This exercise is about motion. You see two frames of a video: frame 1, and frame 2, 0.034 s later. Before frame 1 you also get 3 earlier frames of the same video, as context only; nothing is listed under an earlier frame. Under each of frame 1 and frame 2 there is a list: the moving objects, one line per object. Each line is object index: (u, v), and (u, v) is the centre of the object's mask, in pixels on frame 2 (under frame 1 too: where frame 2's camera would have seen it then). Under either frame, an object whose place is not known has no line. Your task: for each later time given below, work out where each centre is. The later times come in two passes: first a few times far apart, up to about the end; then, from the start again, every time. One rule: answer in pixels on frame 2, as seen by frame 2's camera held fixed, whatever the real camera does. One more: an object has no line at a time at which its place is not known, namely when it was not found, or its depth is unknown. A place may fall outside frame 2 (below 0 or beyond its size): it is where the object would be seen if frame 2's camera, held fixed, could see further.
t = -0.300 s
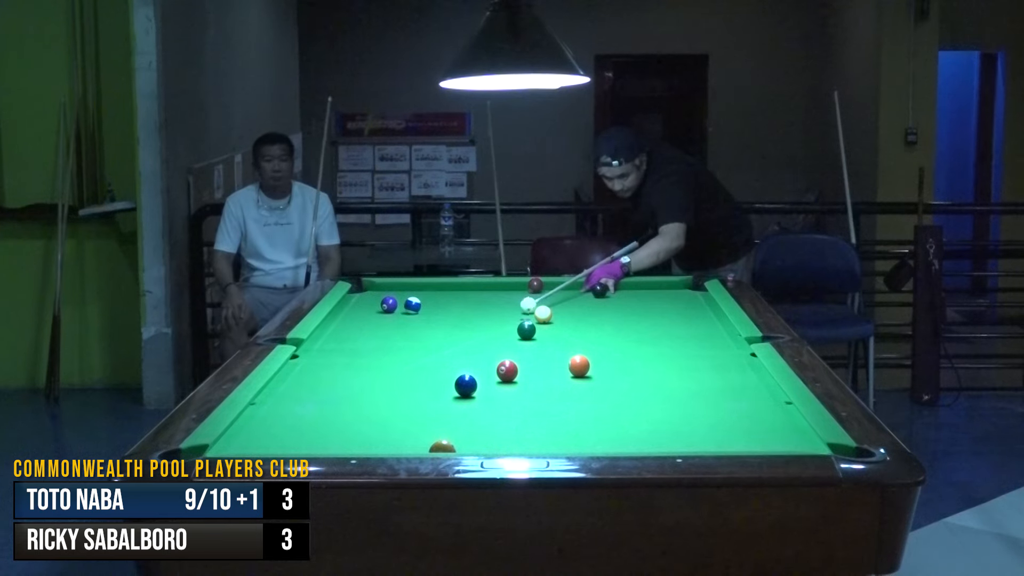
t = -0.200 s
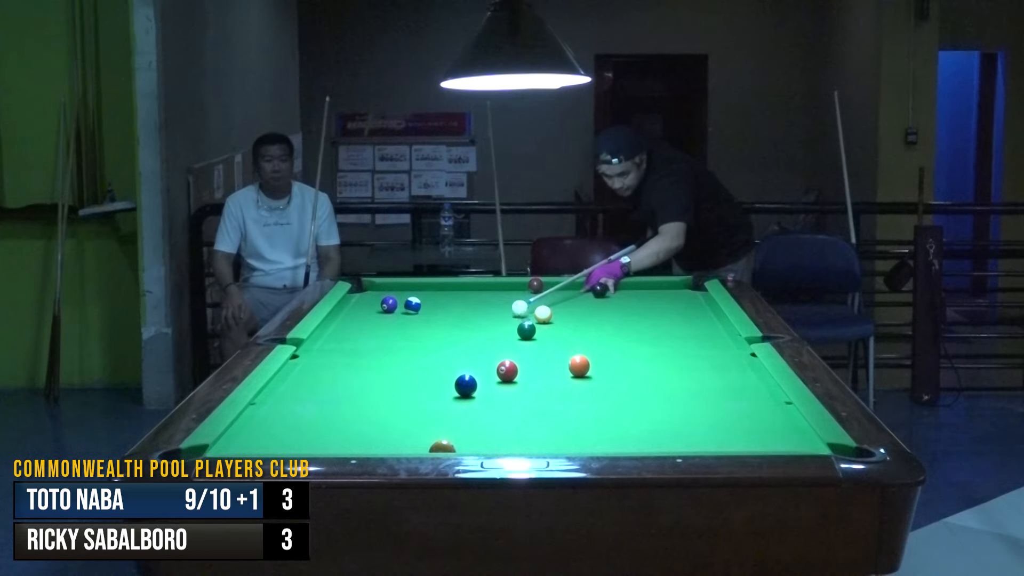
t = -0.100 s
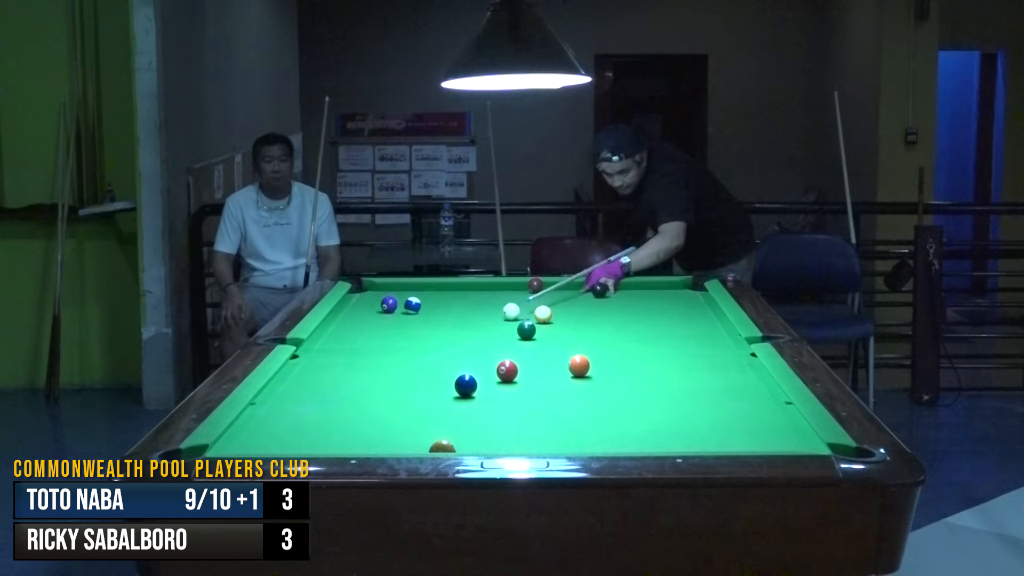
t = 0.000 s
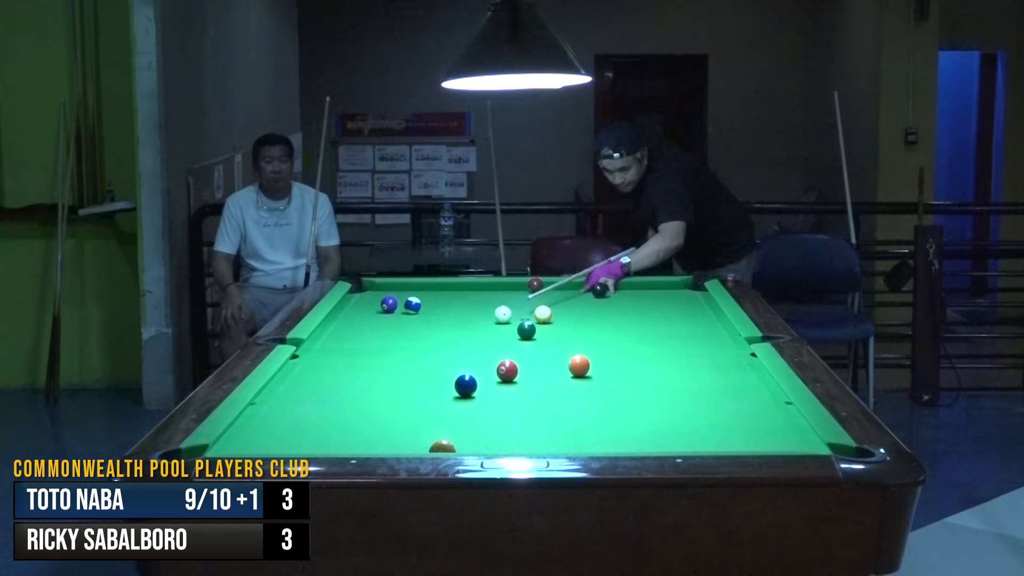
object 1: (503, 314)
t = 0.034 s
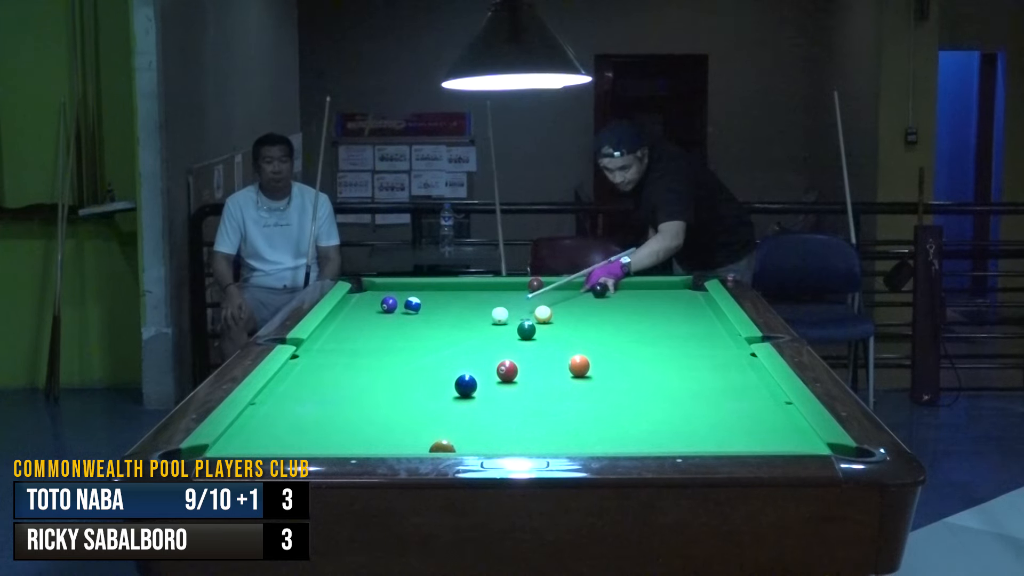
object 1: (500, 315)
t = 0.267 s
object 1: (479, 323)
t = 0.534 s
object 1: (454, 331)
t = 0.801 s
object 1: (428, 340)
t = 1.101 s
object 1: (398, 350)
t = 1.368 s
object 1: (370, 360)
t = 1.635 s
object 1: (341, 369)
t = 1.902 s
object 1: (311, 379)
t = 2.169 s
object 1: (280, 389)
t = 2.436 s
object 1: (276, 396)
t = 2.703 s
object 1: (283, 402)
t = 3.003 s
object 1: (290, 408)
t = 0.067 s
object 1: (497, 317)
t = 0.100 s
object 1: (494, 318)
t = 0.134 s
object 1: (491, 319)
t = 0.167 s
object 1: (488, 320)
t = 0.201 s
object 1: (485, 321)
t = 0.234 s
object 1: (482, 322)
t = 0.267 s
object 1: (479, 323)
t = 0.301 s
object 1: (476, 324)
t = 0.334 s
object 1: (473, 325)
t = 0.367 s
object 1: (470, 326)
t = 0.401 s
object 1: (467, 327)
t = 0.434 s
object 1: (464, 328)
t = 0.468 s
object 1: (461, 329)
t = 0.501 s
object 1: (458, 330)
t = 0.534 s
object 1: (454, 331)
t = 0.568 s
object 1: (451, 333)
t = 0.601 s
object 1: (448, 334)
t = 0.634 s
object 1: (445, 335)
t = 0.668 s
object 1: (441, 336)
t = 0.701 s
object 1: (438, 337)
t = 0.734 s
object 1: (435, 338)
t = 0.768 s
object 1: (432, 339)
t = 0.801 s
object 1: (428, 340)
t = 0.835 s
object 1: (425, 341)
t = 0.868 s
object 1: (422, 343)
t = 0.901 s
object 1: (418, 344)
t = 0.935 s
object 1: (415, 345)
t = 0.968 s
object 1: (411, 346)
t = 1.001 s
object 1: (408, 347)
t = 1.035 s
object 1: (405, 348)
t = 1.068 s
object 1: (401, 349)
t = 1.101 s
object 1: (398, 350)
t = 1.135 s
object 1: (394, 352)
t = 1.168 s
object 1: (391, 353)
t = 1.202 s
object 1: (387, 354)
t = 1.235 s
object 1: (384, 355)
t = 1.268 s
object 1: (380, 356)
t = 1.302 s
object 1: (377, 357)
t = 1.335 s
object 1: (373, 359)
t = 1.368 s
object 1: (370, 360)
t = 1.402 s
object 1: (366, 361)
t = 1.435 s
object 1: (363, 362)
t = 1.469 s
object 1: (359, 363)
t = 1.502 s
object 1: (356, 365)
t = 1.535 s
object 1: (352, 366)
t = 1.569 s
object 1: (348, 367)
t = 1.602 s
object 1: (345, 368)
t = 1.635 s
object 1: (341, 369)
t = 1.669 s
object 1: (337, 370)
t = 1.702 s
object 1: (333, 372)
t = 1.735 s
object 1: (330, 373)
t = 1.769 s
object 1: (326, 374)
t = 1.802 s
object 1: (322, 375)
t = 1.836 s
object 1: (318, 376)
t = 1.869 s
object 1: (315, 377)
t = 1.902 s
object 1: (311, 379)
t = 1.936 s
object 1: (307, 380)
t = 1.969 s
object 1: (303, 381)
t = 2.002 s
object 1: (300, 382)
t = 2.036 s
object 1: (296, 384)
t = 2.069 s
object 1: (292, 385)
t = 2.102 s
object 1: (288, 386)
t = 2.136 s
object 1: (284, 387)
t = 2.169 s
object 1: (280, 389)
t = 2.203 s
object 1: (276, 390)
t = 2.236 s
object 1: (273, 391)
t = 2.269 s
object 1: (272, 392)
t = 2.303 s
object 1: (273, 393)
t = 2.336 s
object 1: (274, 393)
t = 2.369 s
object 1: (274, 394)
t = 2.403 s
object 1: (275, 395)
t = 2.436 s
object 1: (276, 396)
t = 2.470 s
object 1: (277, 397)
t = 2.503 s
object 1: (278, 397)
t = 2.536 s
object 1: (279, 398)
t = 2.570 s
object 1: (280, 399)
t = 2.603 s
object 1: (280, 400)
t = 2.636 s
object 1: (281, 400)
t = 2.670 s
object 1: (282, 401)
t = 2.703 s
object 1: (283, 402)
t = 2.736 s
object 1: (284, 403)
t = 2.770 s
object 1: (284, 403)
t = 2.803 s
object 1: (285, 404)
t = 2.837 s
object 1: (286, 405)
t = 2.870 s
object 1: (287, 405)
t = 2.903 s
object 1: (288, 406)
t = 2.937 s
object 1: (289, 407)
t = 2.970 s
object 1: (289, 407)
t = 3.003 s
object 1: (290, 408)
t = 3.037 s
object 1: (291, 409)
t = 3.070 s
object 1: (292, 409)
